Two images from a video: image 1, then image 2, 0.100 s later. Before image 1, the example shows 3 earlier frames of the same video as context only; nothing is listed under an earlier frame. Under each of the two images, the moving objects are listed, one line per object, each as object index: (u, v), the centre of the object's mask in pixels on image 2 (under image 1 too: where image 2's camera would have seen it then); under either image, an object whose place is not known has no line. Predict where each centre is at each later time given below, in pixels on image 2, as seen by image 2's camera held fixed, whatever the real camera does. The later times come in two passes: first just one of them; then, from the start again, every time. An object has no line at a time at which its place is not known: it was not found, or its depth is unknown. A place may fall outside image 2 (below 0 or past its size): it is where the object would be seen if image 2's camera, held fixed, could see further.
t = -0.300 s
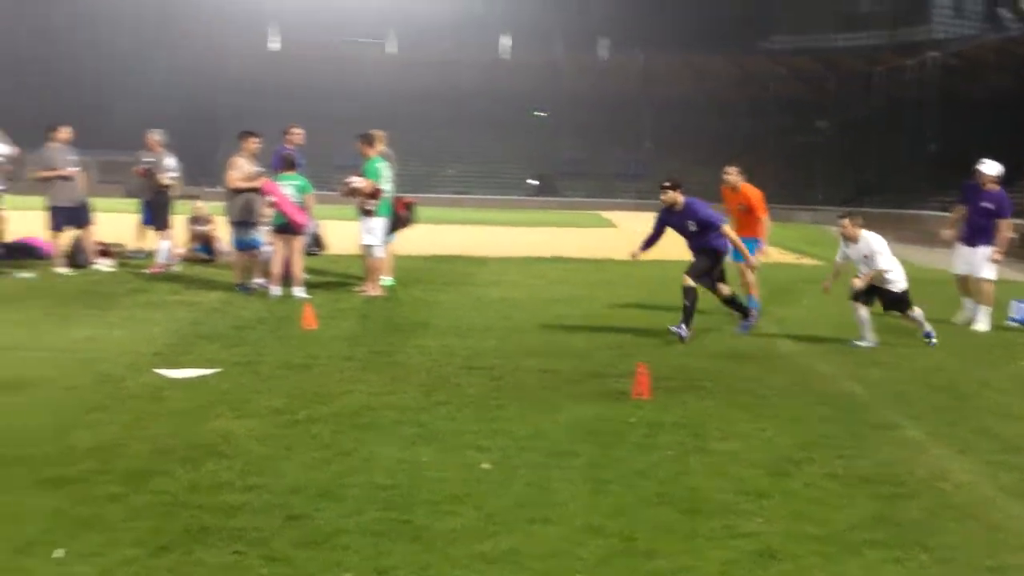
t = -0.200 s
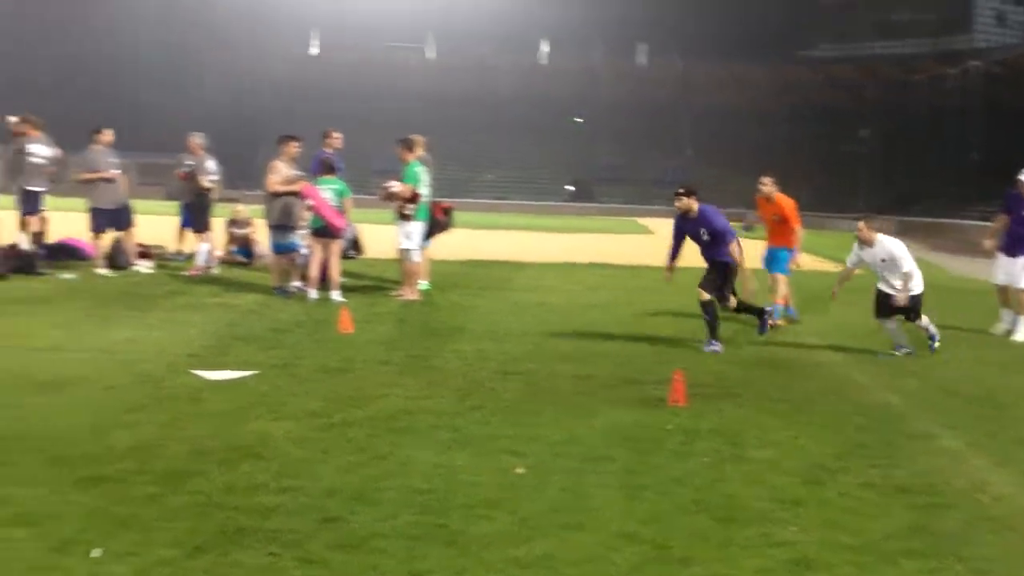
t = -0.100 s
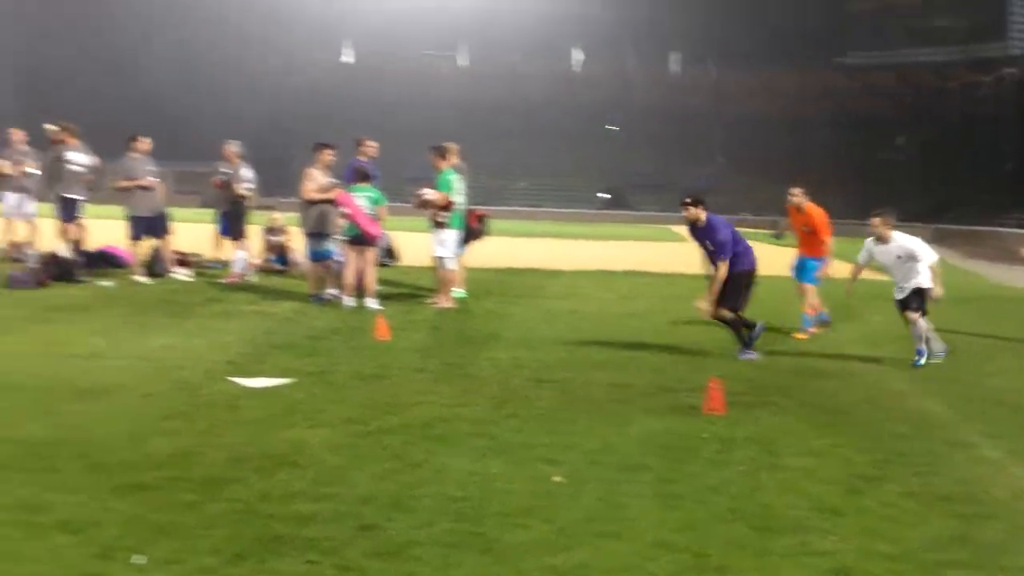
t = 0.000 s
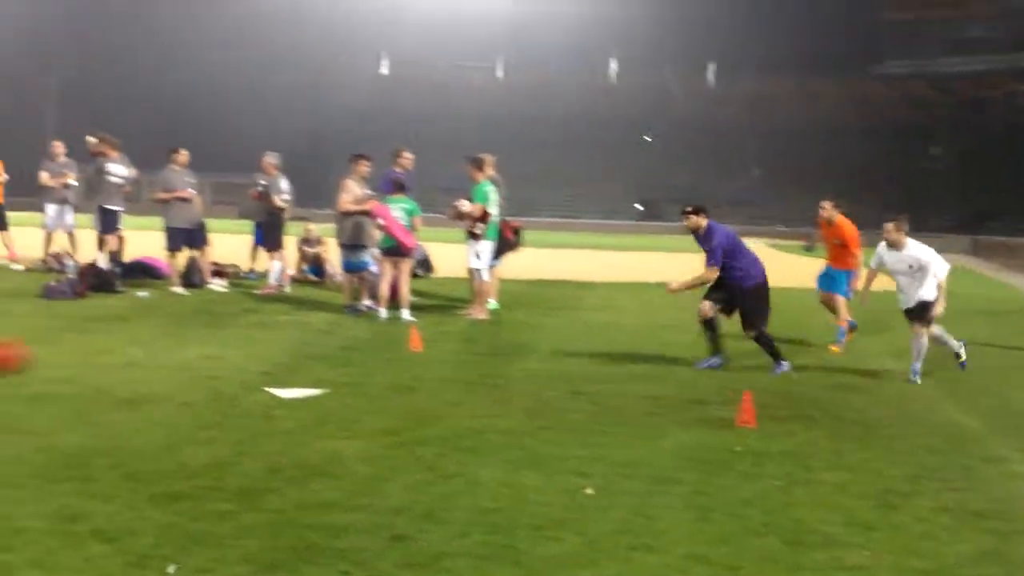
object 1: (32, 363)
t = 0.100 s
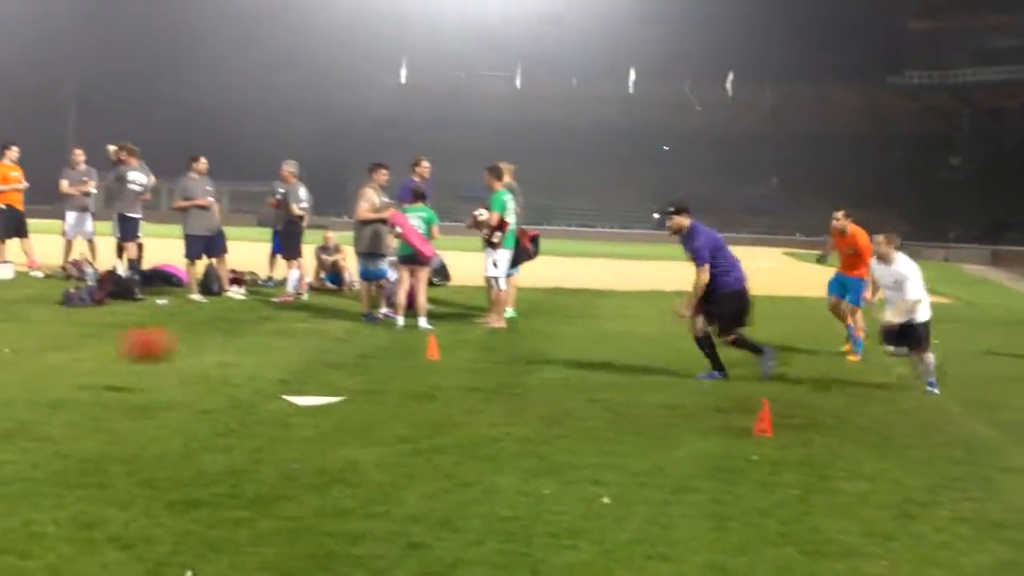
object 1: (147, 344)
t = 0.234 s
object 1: (300, 344)
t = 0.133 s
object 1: (184, 341)
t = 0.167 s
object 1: (224, 339)
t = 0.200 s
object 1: (263, 341)
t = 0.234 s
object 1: (300, 344)
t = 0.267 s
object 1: (335, 348)
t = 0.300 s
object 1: (368, 351)
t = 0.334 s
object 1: (404, 360)
